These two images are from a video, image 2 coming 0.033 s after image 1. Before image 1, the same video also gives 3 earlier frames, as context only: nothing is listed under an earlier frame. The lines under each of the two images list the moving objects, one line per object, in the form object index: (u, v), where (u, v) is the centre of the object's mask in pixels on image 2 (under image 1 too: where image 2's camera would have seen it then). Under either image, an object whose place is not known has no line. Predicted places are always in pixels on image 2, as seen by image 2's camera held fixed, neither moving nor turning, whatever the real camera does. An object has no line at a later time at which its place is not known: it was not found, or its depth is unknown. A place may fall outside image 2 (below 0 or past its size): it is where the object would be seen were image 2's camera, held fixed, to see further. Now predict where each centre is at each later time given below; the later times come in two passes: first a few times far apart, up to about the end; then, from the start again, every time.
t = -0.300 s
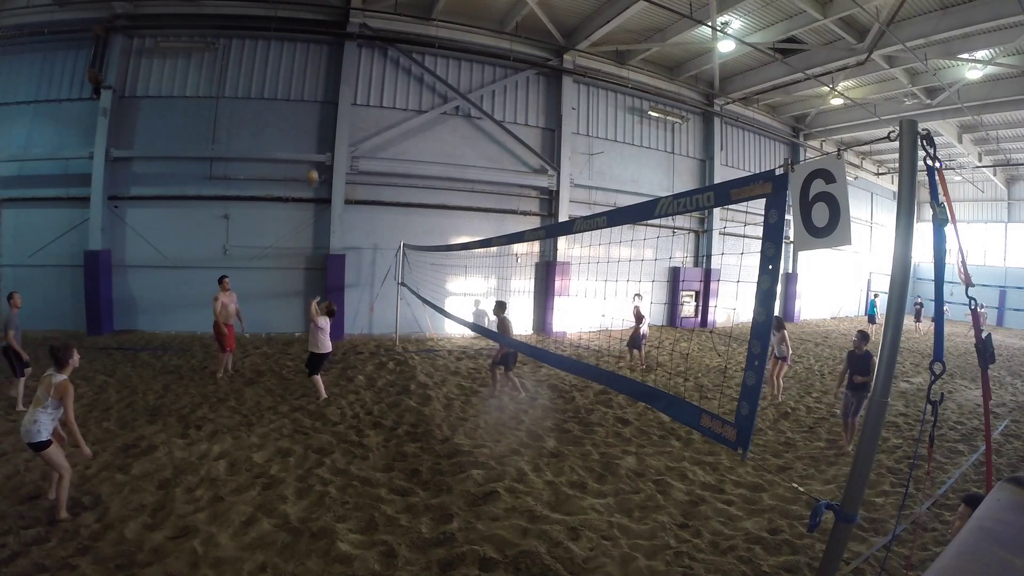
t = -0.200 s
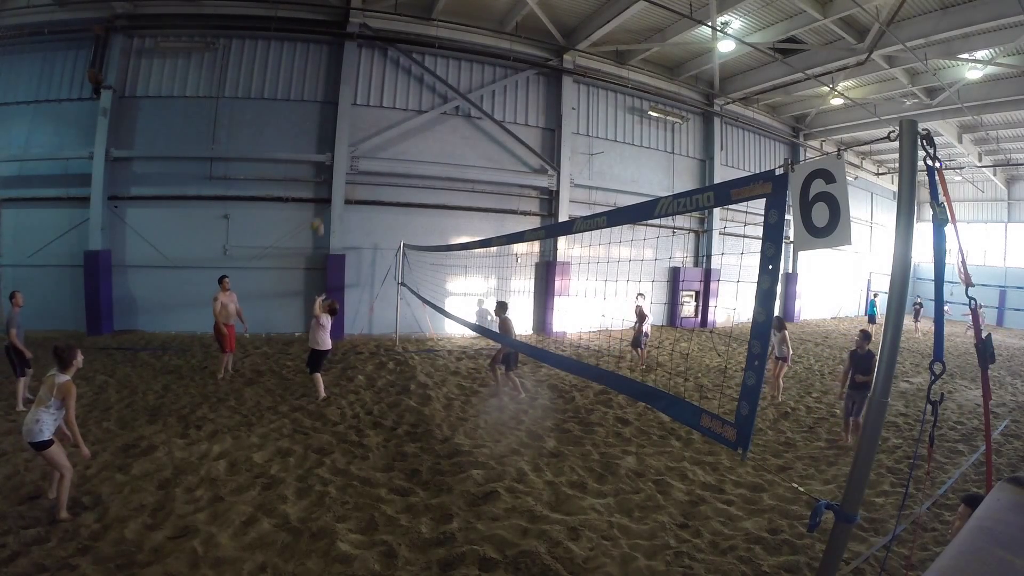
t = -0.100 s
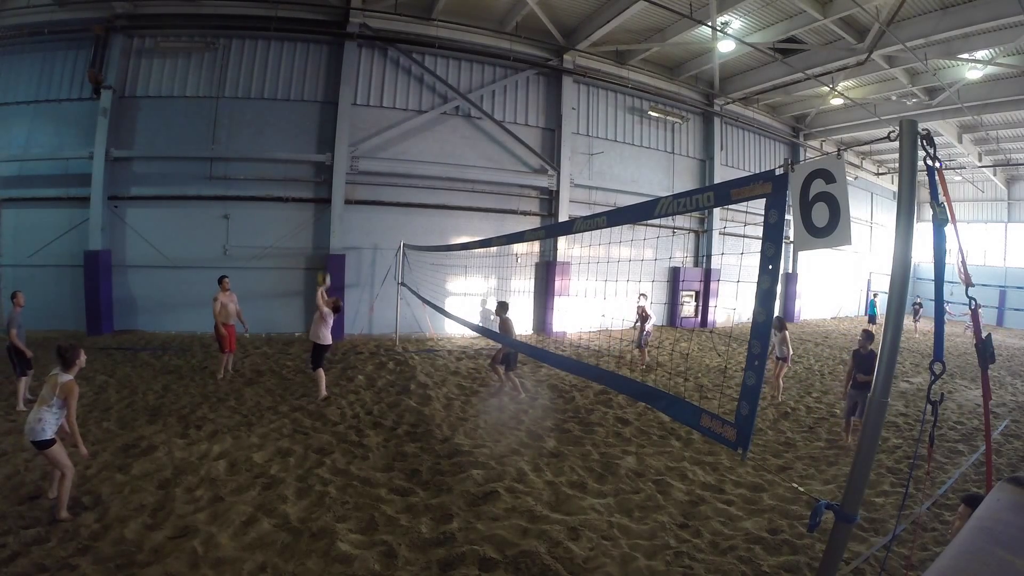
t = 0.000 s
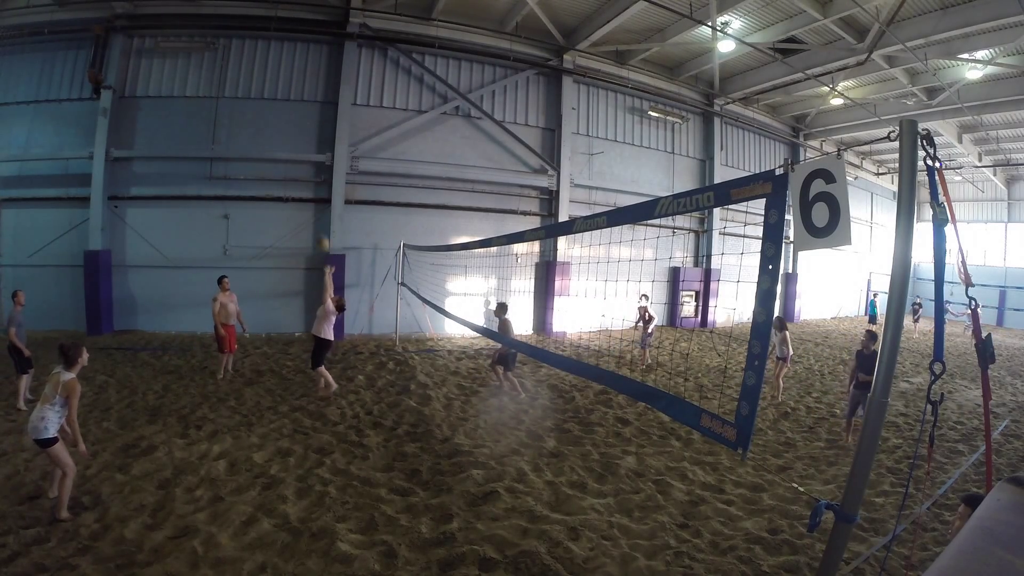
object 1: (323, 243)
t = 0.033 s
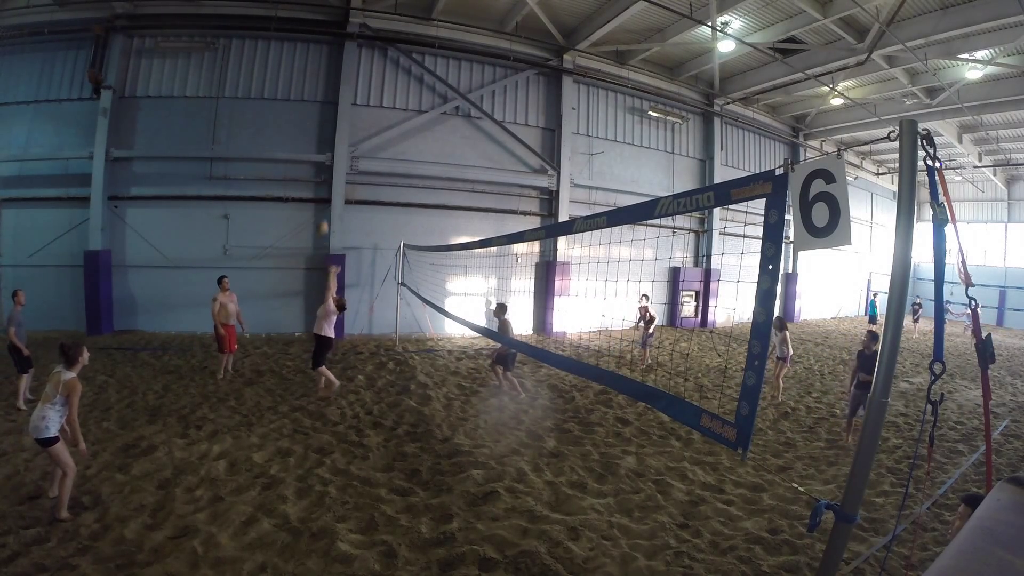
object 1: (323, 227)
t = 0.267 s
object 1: (317, 136)
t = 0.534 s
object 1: (310, 78)
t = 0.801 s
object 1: (301, 63)
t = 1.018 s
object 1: (290, 78)
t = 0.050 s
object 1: (322, 219)
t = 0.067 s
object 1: (321, 212)
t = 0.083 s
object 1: (321, 204)
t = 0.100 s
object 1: (320, 197)
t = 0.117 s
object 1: (321, 190)
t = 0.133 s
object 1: (321, 182)
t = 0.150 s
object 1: (320, 176)
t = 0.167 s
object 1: (319, 171)
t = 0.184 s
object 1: (318, 167)
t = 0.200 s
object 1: (319, 160)
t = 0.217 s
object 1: (319, 153)
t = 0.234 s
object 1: (318, 147)
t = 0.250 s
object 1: (317, 142)
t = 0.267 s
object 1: (317, 136)
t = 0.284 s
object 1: (316, 131)
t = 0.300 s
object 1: (316, 126)
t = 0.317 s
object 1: (315, 122)
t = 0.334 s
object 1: (315, 117)
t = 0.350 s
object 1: (314, 113)
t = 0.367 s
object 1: (314, 109)
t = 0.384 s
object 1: (313, 105)
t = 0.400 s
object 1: (313, 101)
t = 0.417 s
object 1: (313, 98)
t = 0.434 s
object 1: (313, 95)
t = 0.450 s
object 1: (312, 92)
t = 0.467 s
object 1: (312, 88)
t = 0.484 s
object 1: (312, 86)
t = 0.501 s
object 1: (312, 84)
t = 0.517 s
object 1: (311, 81)
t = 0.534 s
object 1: (310, 78)
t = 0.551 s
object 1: (309, 76)
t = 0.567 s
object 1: (309, 74)
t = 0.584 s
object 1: (308, 72)
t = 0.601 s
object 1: (308, 70)
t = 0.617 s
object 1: (307, 69)
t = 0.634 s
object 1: (307, 67)
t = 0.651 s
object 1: (306, 66)
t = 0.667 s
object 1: (305, 65)
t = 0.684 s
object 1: (305, 64)
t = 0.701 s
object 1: (304, 64)
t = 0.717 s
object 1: (304, 63)
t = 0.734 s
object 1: (303, 63)
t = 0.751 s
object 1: (303, 62)
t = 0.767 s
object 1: (302, 62)
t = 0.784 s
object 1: (302, 63)
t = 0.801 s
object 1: (301, 63)
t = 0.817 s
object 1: (301, 63)
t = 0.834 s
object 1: (299, 63)
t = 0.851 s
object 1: (298, 63)
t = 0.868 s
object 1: (298, 64)
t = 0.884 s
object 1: (297, 65)
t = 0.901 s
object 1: (295, 66)
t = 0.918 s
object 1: (295, 68)
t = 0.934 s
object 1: (294, 69)
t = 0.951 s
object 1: (293, 70)
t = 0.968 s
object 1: (292, 71)
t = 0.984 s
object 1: (291, 74)
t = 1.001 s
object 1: (290, 76)
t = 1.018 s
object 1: (290, 78)
